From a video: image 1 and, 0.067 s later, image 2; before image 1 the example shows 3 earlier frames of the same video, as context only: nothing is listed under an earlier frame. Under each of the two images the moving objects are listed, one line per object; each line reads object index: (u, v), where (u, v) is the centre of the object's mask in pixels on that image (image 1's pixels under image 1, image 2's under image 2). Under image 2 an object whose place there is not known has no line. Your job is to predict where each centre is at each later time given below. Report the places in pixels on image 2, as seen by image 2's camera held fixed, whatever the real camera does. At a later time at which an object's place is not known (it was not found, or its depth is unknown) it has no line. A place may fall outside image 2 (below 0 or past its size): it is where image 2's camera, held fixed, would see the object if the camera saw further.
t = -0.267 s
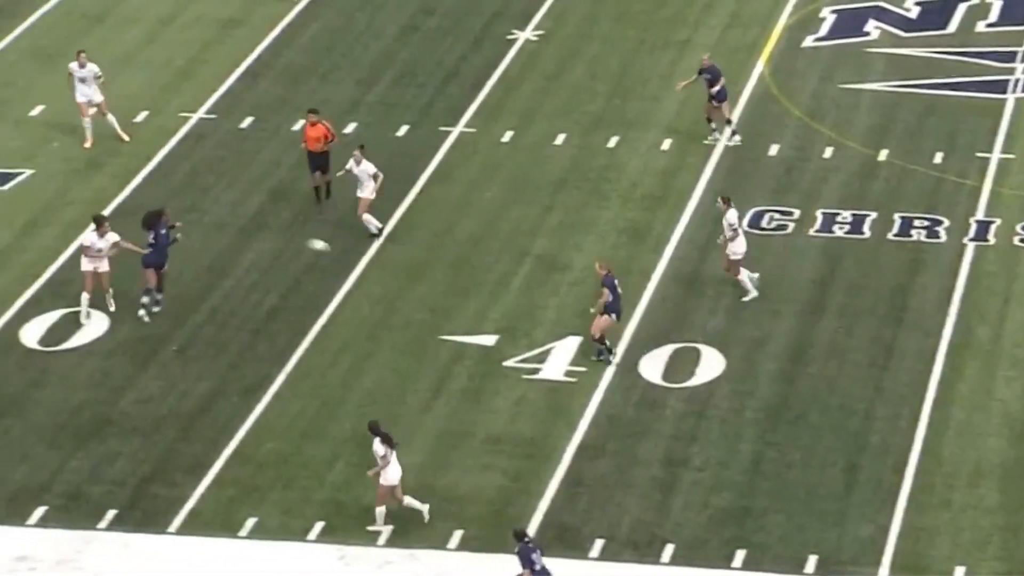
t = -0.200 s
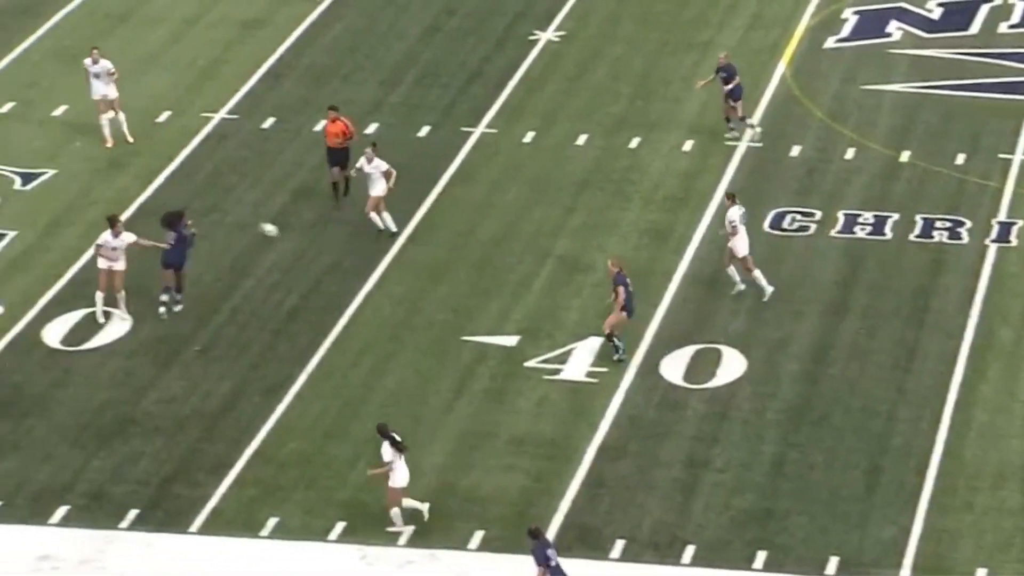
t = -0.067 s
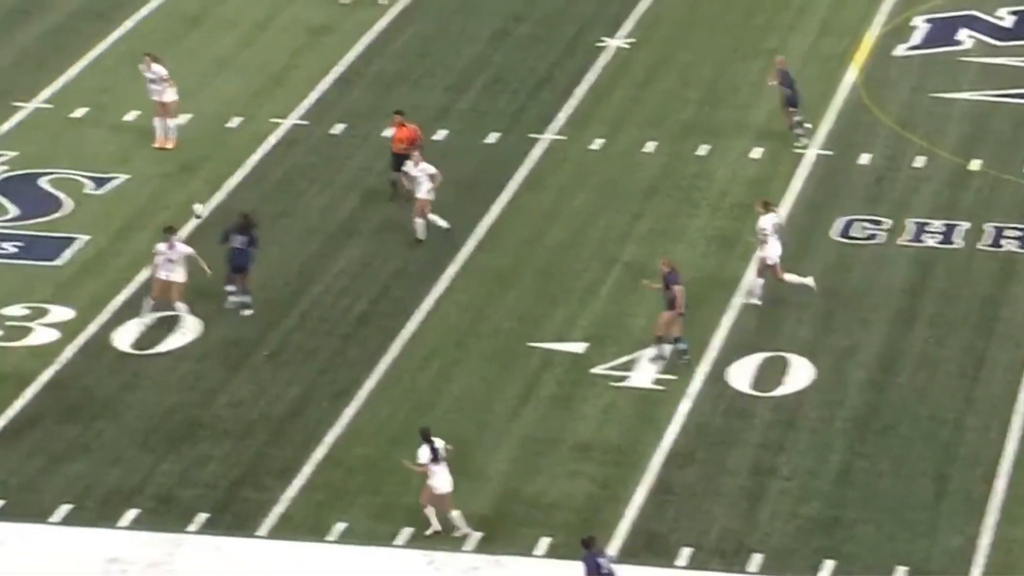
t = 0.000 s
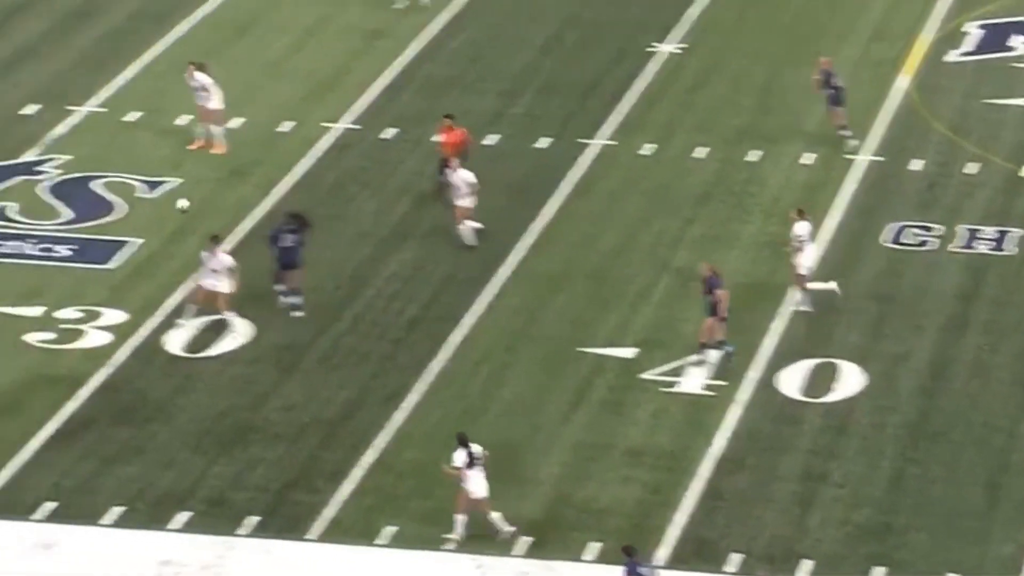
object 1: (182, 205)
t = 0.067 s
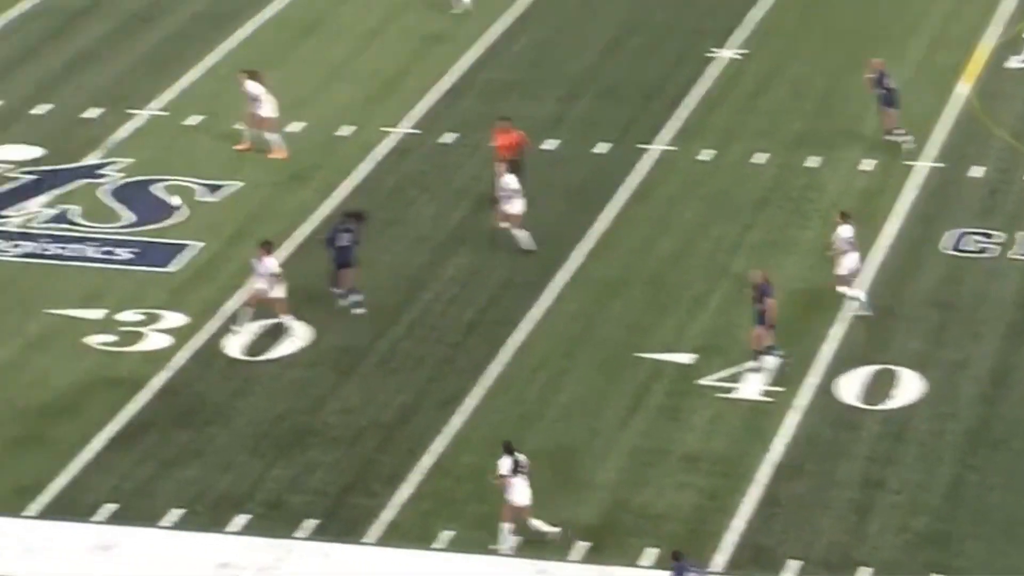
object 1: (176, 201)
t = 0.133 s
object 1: (110, 197)
